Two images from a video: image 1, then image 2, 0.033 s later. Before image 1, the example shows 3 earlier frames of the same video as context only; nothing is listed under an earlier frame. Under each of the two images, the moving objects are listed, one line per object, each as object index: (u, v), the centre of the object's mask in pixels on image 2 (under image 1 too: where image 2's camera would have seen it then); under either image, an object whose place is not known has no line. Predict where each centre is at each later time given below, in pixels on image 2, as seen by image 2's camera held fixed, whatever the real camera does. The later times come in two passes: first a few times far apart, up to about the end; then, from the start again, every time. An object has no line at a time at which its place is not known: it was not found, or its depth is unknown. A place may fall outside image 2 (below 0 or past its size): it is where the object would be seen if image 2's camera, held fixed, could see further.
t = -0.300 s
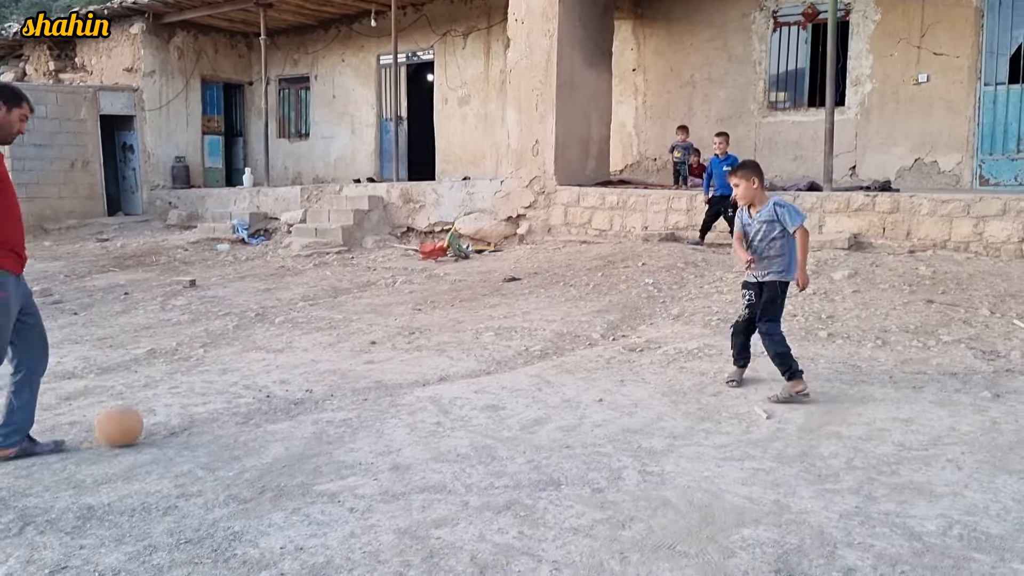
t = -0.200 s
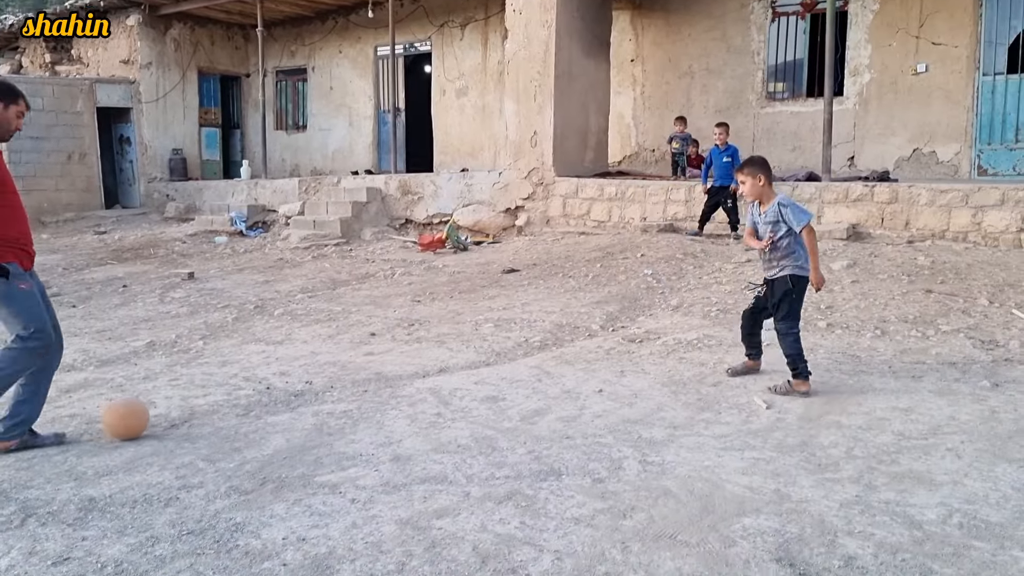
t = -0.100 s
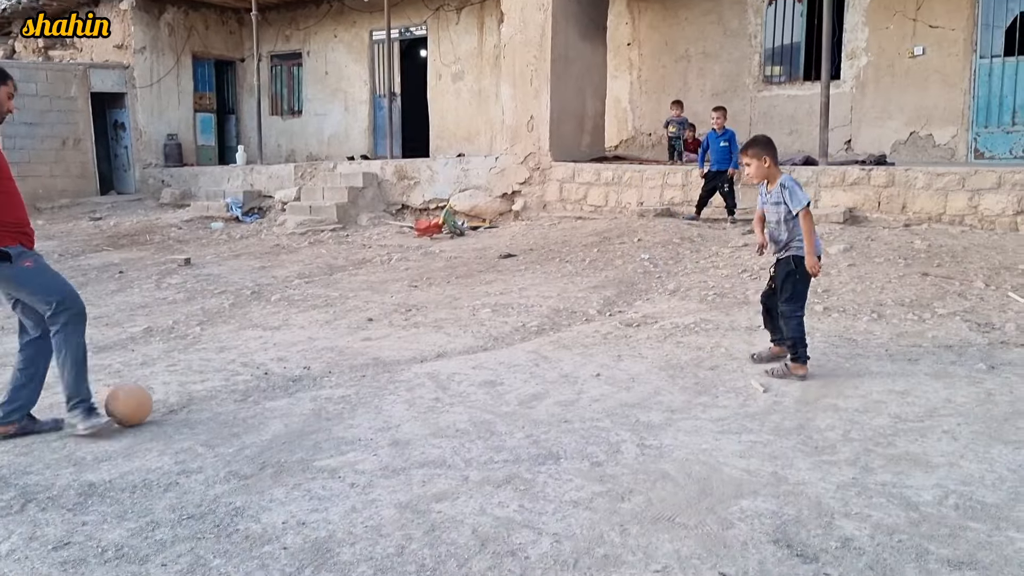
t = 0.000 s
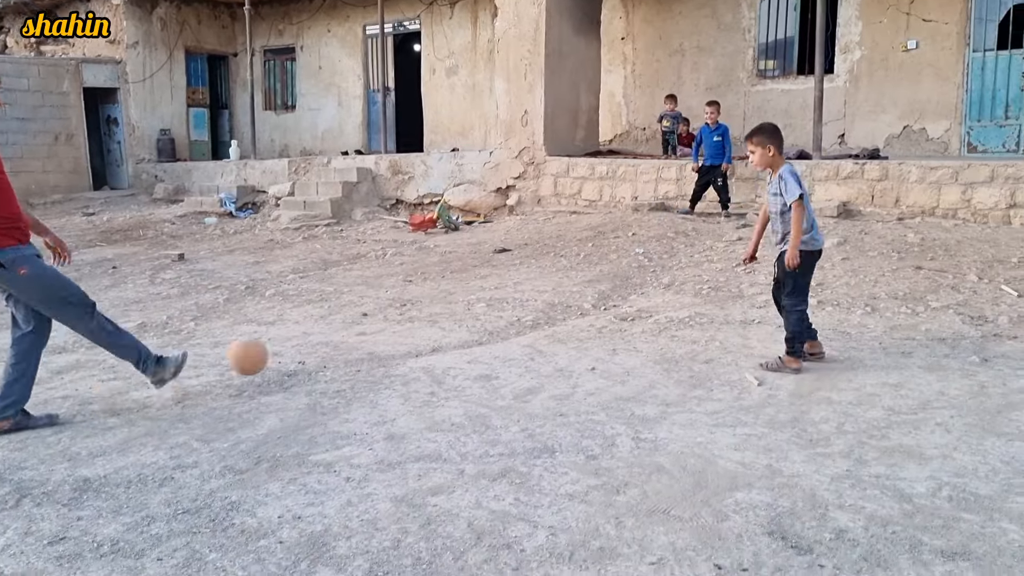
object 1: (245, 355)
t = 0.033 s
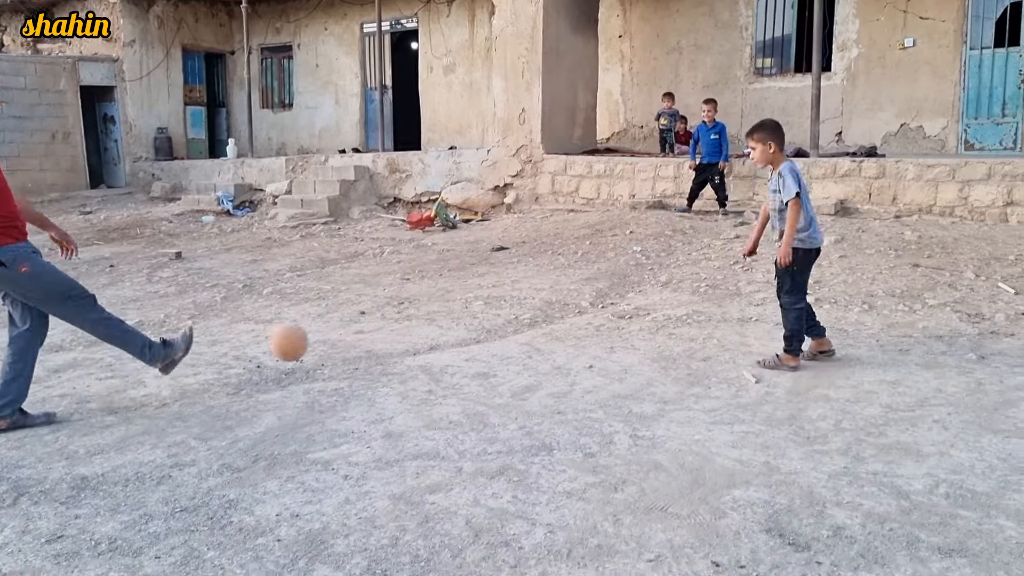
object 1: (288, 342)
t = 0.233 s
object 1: (477, 308)
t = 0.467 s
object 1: (582, 268)
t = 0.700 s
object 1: (667, 250)
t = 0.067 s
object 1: (328, 334)
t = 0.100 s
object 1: (364, 327)
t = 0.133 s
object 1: (399, 322)
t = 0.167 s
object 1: (430, 320)
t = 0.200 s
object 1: (458, 319)
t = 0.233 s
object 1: (477, 308)
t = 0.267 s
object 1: (494, 297)
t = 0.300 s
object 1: (510, 288)
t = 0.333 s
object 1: (526, 280)
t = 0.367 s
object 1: (541, 274)
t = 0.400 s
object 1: (555, 270)
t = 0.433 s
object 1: (569, 268)
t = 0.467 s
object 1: (582, 268)
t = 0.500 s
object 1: (595, 268)
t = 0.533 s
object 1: (609, 271)
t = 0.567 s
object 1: (620, 271)
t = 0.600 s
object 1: (630, 264)
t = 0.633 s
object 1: (641, 258)
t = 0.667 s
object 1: (656, 252)
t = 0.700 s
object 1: (667, 250)
